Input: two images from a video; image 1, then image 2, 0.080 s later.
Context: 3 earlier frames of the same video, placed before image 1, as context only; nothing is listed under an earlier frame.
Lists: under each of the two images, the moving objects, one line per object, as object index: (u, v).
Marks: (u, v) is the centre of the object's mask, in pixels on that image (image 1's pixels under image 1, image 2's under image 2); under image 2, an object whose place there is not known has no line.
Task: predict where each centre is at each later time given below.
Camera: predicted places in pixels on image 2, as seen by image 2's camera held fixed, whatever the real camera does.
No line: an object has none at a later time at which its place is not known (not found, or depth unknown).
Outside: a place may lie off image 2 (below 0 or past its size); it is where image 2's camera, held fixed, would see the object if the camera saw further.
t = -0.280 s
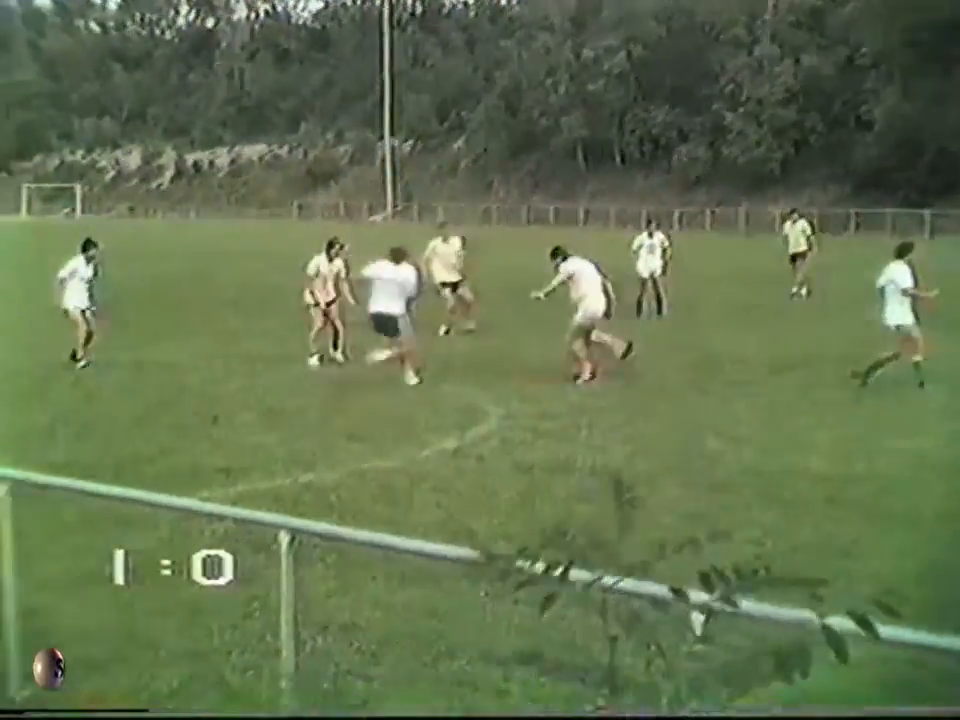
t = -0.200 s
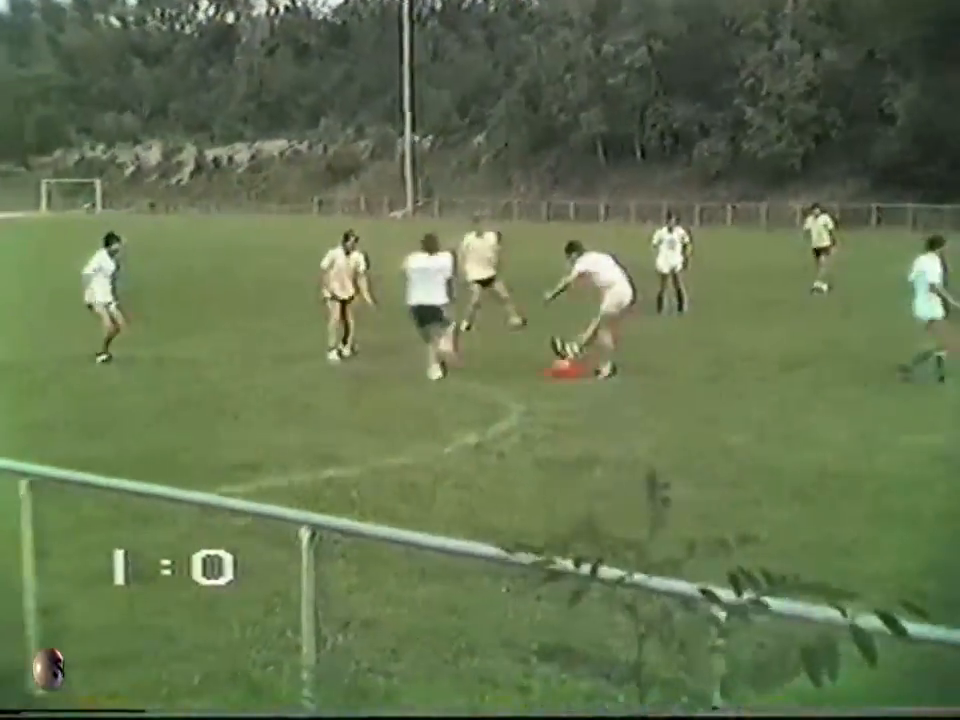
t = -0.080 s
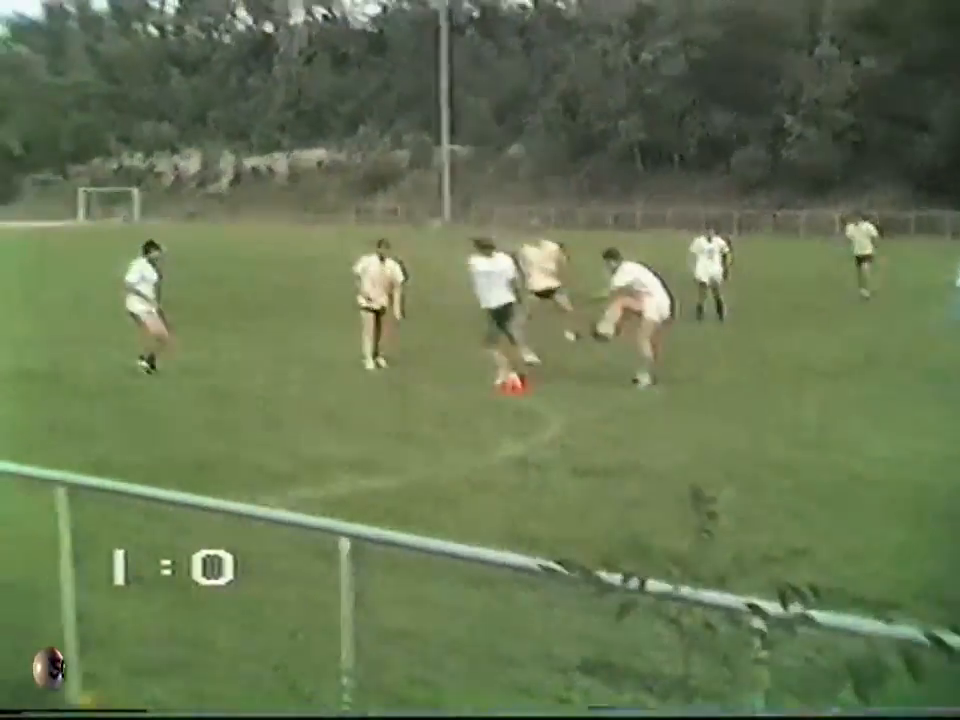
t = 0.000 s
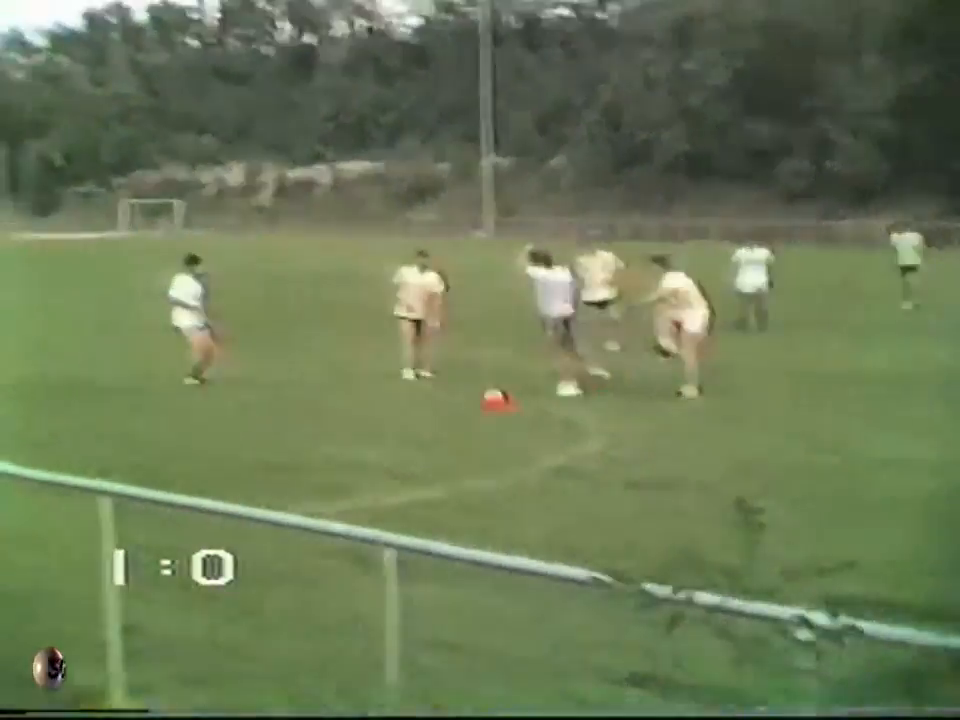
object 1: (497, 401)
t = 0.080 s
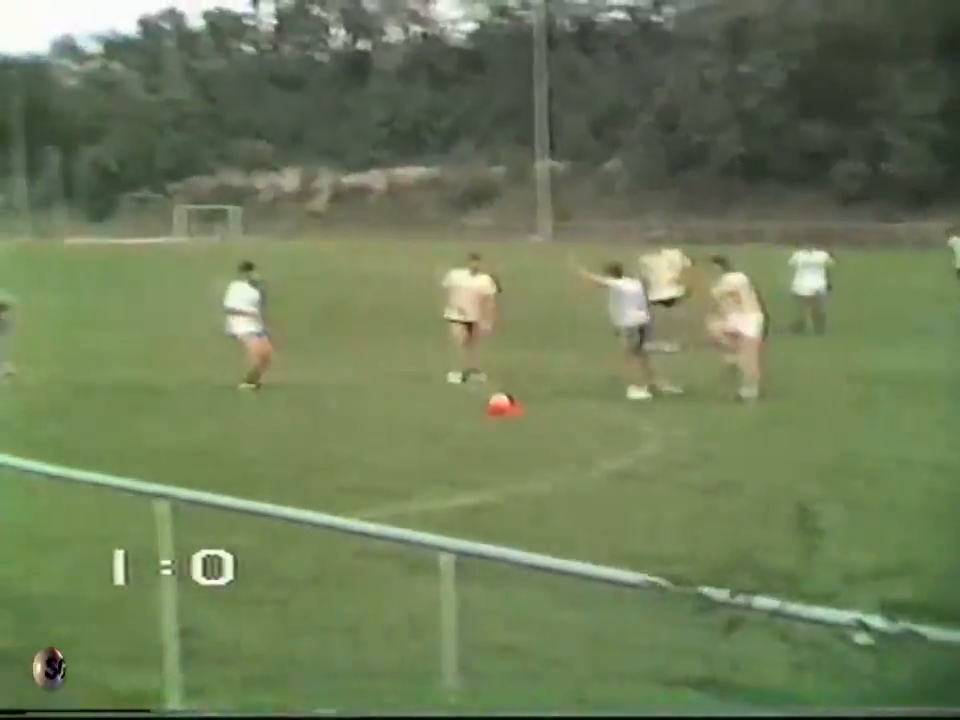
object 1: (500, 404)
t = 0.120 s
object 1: (475, 406)
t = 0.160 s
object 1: (451, 407)
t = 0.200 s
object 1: (429, 410)
